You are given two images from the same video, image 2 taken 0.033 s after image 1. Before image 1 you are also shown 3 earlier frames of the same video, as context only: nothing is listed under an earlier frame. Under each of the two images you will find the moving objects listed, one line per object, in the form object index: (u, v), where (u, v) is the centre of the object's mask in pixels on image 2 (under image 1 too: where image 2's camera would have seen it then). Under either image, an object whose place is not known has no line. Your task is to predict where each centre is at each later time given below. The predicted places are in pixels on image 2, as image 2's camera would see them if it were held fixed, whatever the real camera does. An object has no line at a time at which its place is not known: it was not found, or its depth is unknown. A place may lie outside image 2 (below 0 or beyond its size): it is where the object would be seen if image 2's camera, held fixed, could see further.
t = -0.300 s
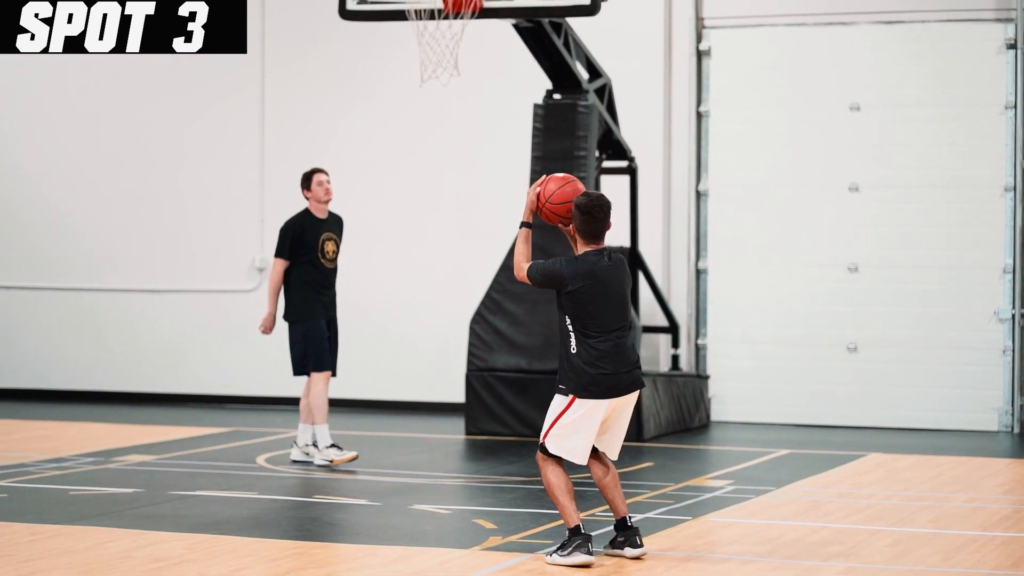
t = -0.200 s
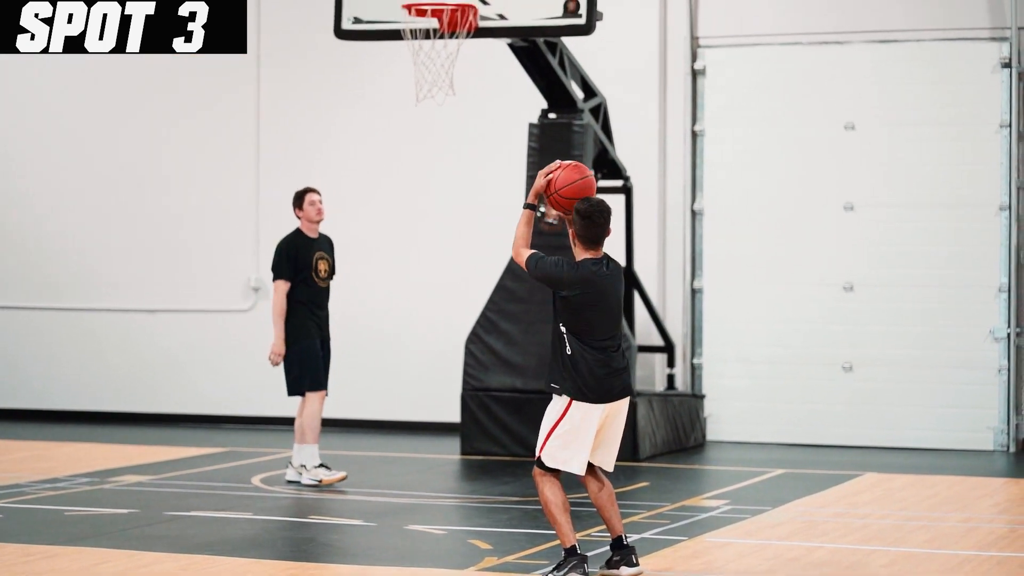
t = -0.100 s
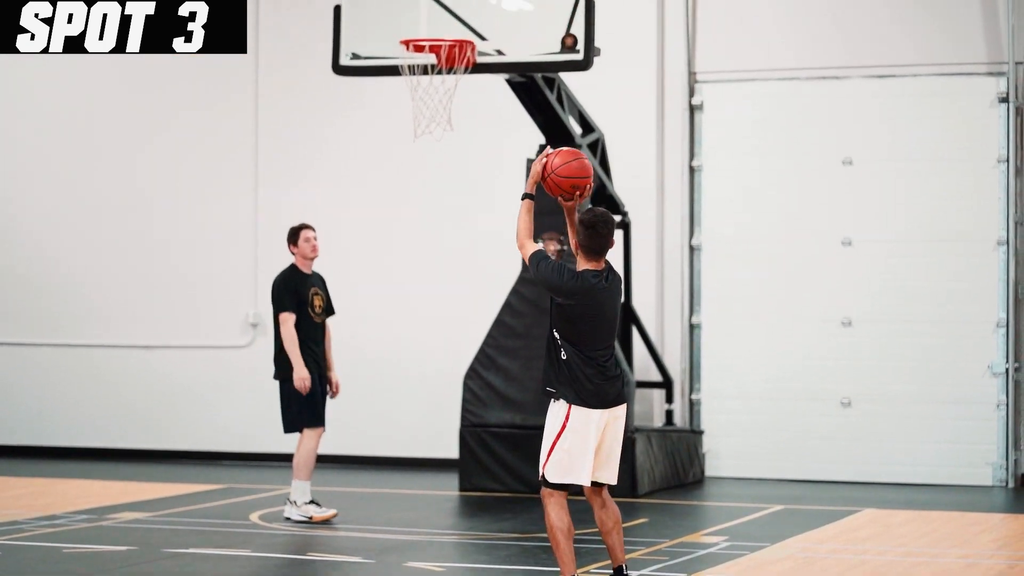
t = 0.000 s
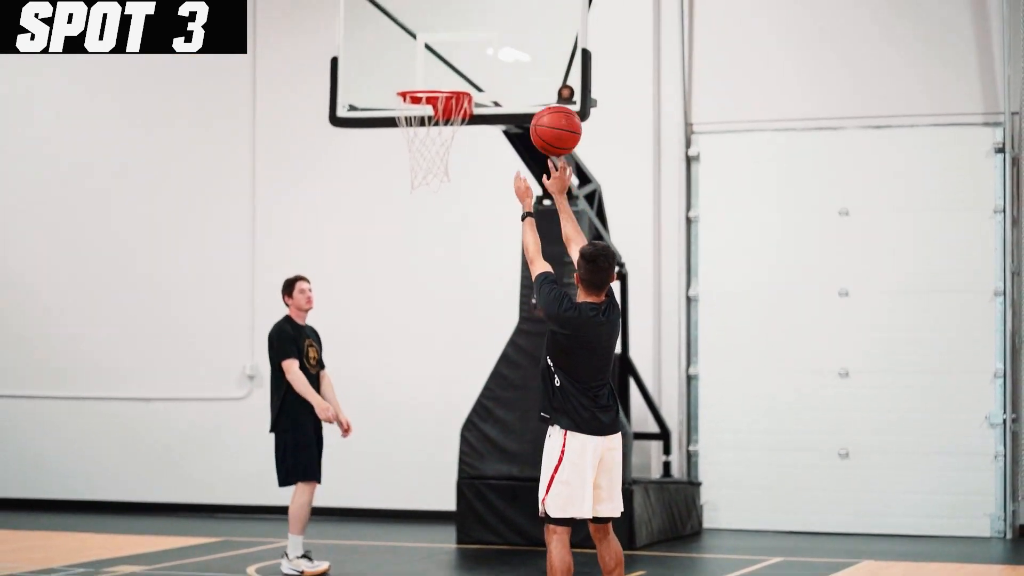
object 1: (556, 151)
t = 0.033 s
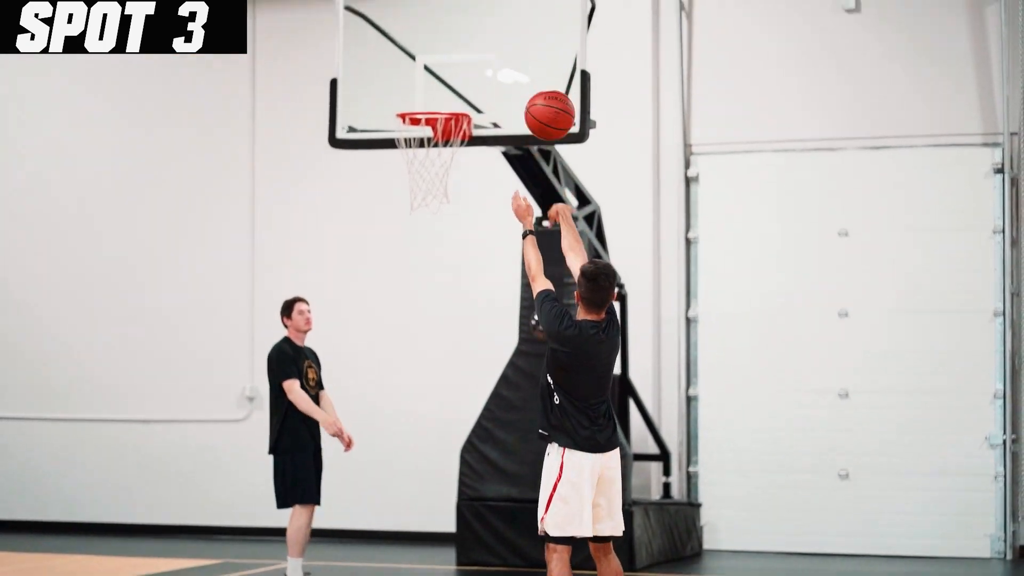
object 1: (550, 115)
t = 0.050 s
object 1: (547, 98)
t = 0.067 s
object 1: (544, 81)
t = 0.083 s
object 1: (541, 65)
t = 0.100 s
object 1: (538, 50)
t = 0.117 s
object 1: (535, 36)
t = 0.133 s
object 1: (532, 22)
